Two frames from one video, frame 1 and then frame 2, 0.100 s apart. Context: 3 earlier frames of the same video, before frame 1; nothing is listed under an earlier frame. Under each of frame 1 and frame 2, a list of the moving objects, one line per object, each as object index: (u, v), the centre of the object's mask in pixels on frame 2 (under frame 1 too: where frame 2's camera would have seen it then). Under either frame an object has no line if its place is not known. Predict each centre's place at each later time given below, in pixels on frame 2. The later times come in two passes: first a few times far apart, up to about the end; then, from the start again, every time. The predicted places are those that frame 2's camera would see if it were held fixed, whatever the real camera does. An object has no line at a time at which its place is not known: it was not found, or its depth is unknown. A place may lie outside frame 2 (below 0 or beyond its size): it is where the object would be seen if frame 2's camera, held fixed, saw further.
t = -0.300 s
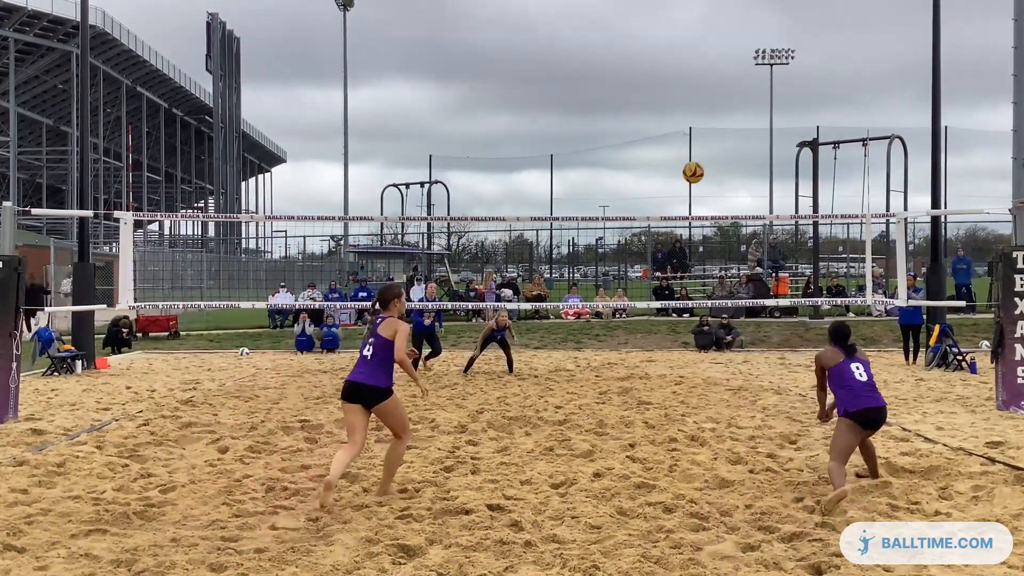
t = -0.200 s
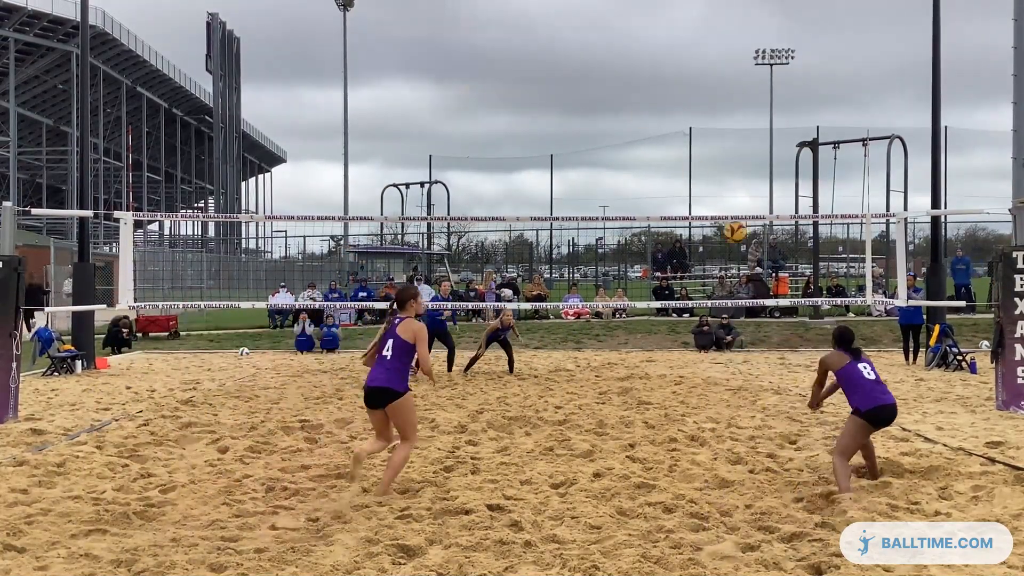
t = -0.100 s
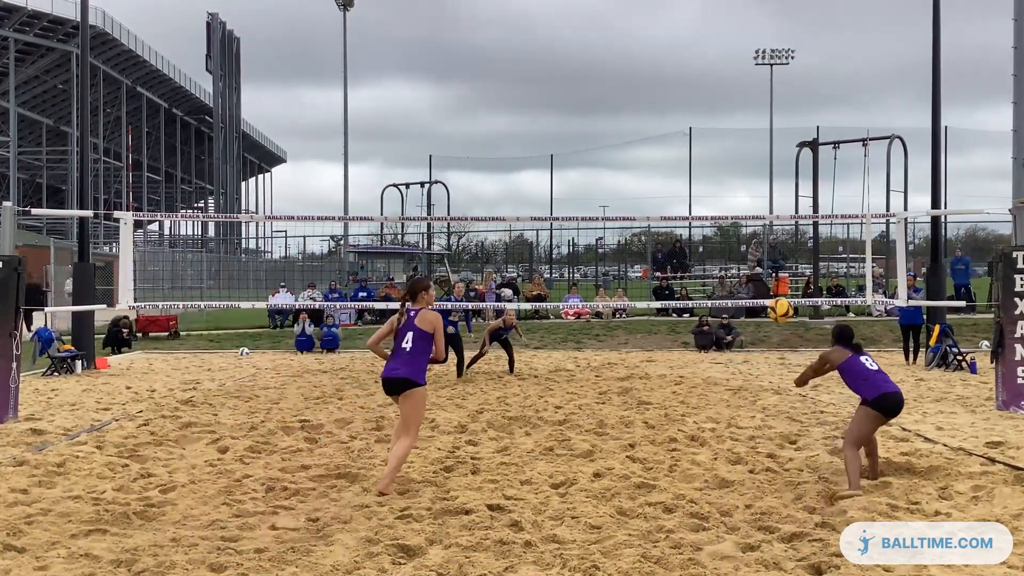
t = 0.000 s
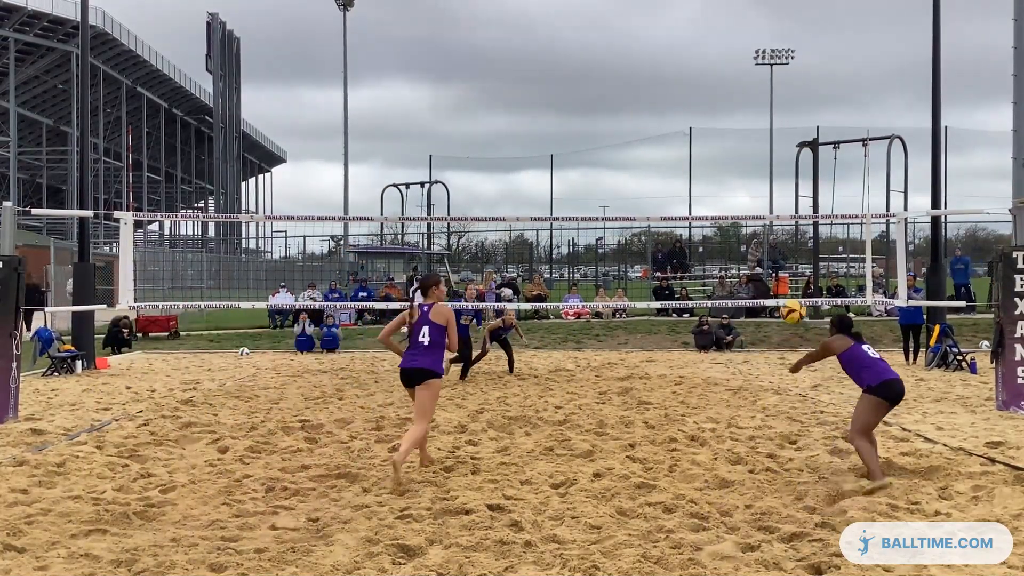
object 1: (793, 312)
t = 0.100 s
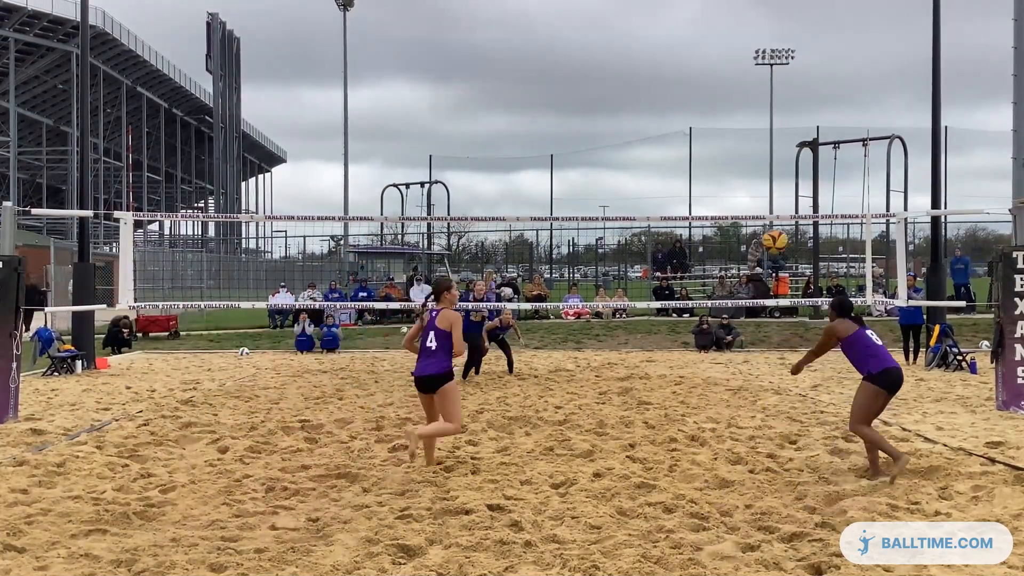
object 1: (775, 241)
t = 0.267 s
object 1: (744, 153)
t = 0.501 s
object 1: (704, 86)
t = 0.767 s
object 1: (659, 82)
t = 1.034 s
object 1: (618, 150)
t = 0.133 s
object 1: (769, 221)
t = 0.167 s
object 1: (763, 202)
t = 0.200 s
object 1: (756, 185)
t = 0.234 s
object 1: (750, 168)
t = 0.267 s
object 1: (744, 153)
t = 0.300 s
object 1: (738, 140)
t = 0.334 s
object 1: (732, 127)
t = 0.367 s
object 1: (727, 116)
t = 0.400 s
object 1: (721, 107)
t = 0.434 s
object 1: (715, 99)
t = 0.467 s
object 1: (709, 92)
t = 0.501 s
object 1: (704, 86)
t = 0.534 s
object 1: (698, 81)
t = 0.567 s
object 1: (692, 77)
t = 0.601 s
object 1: (687, 75)
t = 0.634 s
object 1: (681, 74)
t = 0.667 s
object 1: (676, 75)
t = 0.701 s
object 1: (670, 76)
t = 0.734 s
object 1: (665, 79)
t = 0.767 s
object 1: (659, 82)
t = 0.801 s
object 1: (654, 87)
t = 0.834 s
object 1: (649, 92)
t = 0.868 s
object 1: (643, 99)
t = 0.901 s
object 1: (638, 107)
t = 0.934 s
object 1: (633, 117)
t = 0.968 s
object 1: (628, 127)
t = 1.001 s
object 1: (623, 138)
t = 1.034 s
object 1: (618, 150)
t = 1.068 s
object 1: (613, 163)
